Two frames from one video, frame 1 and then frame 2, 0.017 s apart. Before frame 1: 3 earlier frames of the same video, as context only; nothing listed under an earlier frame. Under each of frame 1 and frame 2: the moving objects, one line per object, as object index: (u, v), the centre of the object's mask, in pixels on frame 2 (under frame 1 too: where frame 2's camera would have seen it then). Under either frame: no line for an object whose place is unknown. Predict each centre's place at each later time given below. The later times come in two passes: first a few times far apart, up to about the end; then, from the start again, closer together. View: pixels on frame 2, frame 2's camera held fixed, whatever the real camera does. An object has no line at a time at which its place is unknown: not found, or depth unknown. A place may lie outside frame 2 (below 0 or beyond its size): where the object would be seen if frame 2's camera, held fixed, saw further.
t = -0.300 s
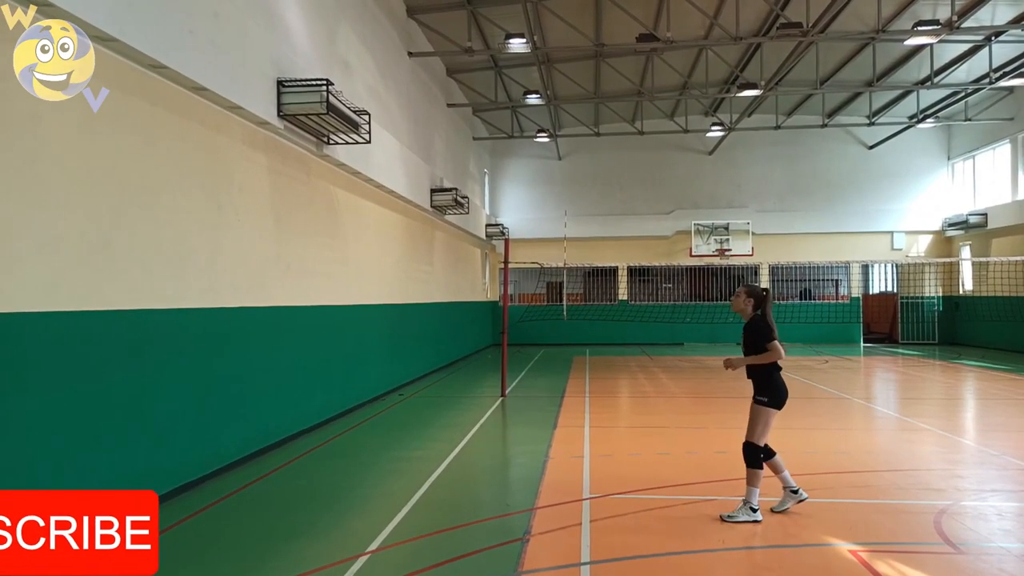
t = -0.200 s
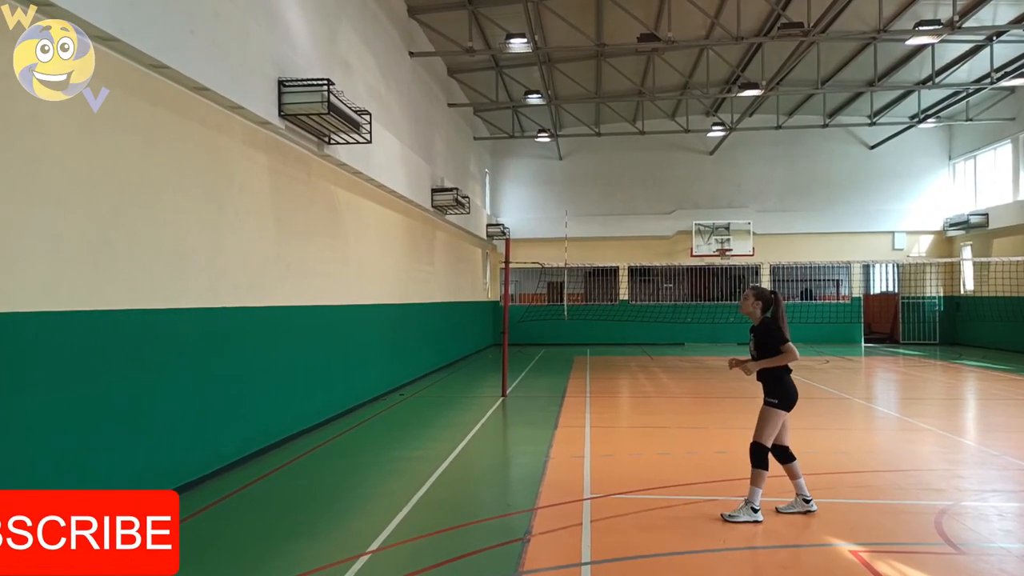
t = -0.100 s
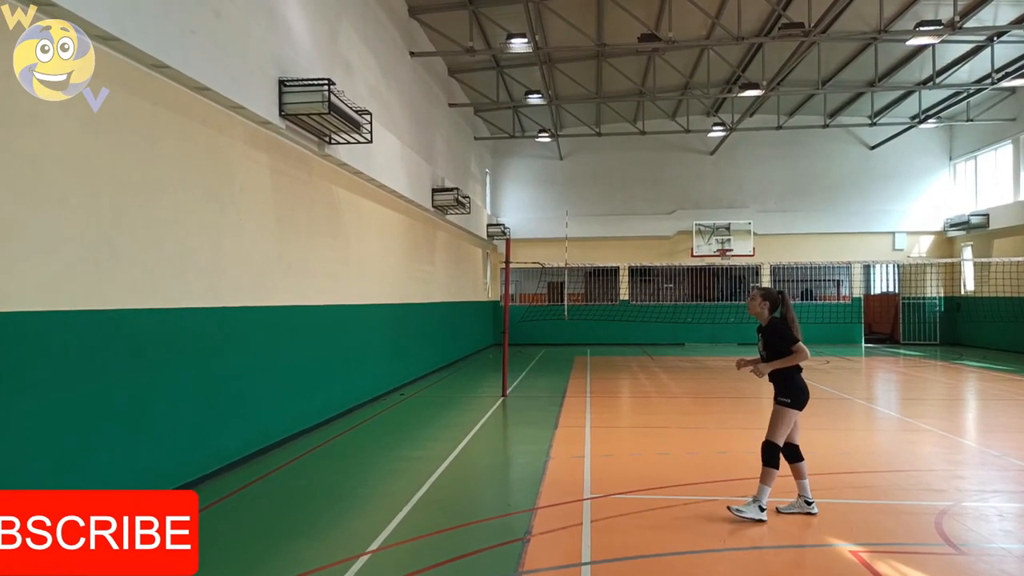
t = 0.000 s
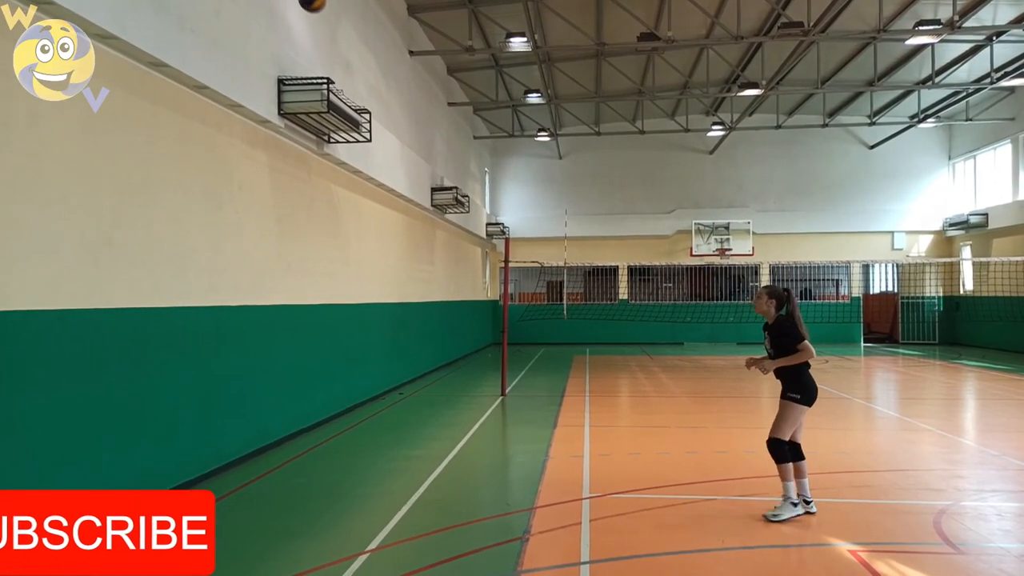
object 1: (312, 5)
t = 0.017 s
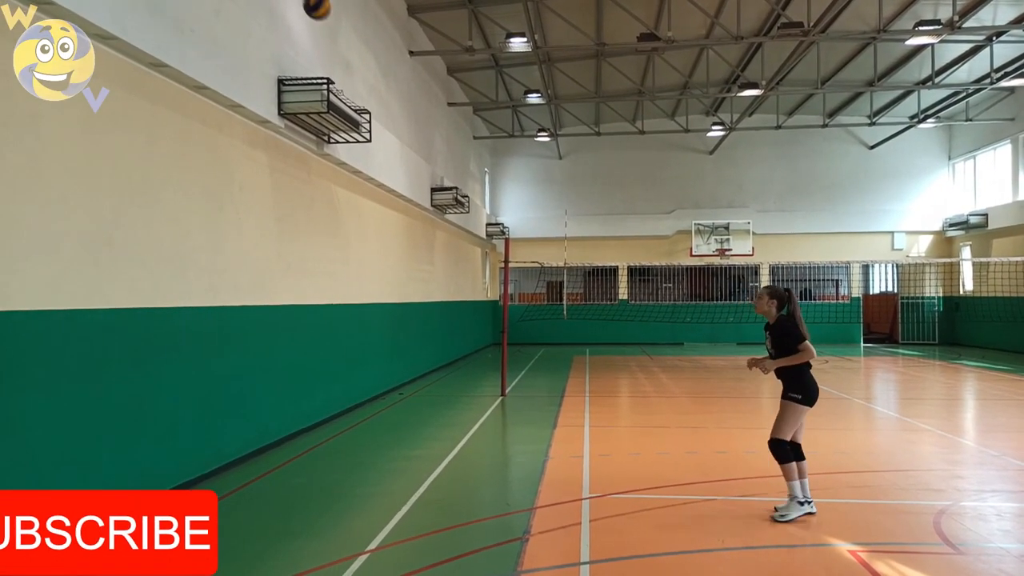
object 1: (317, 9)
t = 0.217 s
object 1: (379, 116)
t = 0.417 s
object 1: (434, 272)
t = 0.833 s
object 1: (536, 349)
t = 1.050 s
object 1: (580, 249)
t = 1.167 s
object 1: (605, 220)
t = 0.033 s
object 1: (322, 13)
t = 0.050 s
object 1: (327, 20)
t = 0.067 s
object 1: (332, 28)
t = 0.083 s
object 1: (338, 36)
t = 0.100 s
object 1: (343, 45)
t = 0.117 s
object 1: (348, 55)
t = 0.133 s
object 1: (353, 64)
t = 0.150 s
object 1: (358, 74)
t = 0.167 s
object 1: (364, 84)
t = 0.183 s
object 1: (368, 94)
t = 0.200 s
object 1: (373, 105)
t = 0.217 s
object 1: (379, 116)
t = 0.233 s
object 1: (384, 127)
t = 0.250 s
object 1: (388, 139)
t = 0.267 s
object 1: (393, 151)
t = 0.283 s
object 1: (398, 163)
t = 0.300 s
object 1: (403, 175)
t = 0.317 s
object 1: (408, 189)
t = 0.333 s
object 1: (412, 202)
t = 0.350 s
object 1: (417, 215)
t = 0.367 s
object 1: (421, 230)
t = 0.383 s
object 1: (425, 243)
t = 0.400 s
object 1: (430, 258)
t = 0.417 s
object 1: (434, 272)
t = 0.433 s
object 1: (439, 287)
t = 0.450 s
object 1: (444, 303)
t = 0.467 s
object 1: (448, 318)
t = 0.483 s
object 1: (453, 335)
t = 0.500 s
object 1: (458, 351)
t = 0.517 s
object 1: (465, 368)
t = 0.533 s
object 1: (467, 385)
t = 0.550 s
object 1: (473, 402)
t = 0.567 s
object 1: (478, 421)
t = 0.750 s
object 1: (520, 404)
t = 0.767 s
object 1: (523, 393)
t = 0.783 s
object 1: (526, 381)
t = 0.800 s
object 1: (530, 370)
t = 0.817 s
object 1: (534, 360)
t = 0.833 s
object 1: (536, 349)
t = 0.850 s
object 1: (541, 339)
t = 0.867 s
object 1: (543, 330)
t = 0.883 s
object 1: (547, 321)
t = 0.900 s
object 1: (549, 312)
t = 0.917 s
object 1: (554, 304)
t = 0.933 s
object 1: (557, 296)
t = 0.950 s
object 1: (559, 288)
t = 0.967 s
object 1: (563, 281)
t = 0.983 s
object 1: (566, 274)
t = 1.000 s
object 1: (571, 268)
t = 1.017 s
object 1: (574, 261)
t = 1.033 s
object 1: (578, 255)
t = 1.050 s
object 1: (580, 249)
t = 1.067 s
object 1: (583, 244)
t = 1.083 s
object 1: (587, 240)
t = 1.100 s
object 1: (592, 235)
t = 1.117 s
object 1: (594, 231)
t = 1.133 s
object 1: (598, 227)
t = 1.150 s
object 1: (601, 223)
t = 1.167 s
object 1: (605, 220)
